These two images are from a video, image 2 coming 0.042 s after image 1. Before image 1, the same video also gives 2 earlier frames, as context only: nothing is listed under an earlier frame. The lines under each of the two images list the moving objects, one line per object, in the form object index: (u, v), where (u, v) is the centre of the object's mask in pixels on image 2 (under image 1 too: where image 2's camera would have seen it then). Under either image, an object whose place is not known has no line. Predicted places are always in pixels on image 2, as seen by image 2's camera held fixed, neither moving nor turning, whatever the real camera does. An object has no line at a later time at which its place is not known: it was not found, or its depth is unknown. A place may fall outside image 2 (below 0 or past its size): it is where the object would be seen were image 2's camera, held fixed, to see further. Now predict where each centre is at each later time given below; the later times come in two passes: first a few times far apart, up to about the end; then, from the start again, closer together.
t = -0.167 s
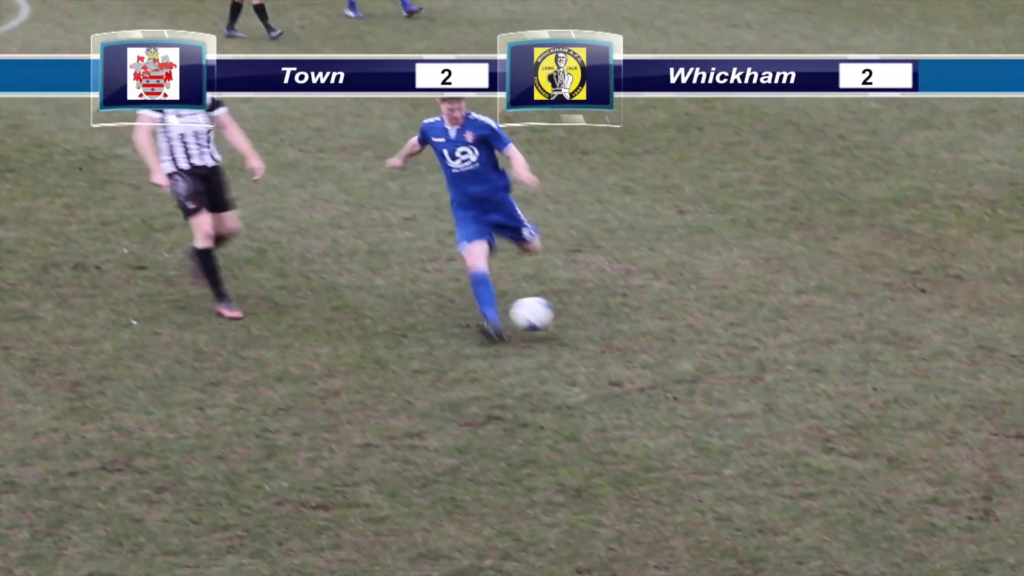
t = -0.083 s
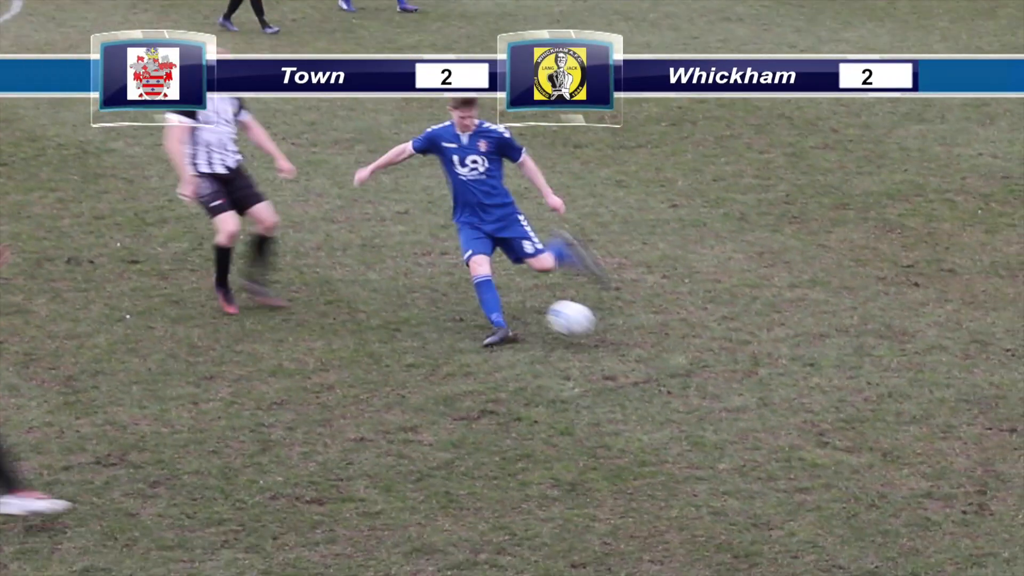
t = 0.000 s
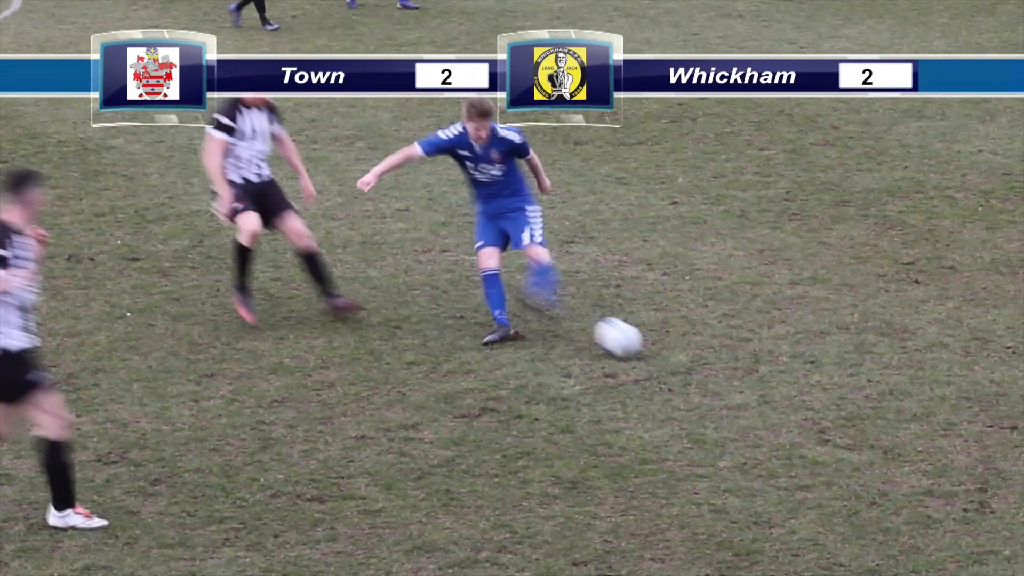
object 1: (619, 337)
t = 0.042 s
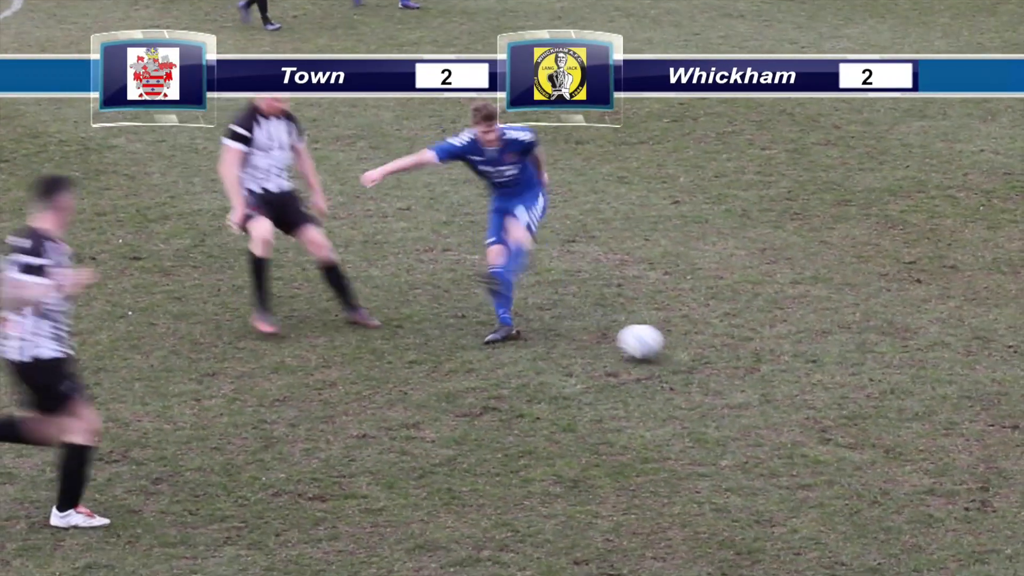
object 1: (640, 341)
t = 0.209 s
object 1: (717, 364)
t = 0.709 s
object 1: (957, 421)
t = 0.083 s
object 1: (659, 345)
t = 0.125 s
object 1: (678, 352)
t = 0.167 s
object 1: (697, 359)
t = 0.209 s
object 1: (717, 364)
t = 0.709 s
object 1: (957, 421)
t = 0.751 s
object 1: (978, 420)
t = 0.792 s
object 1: (1002, 423)
